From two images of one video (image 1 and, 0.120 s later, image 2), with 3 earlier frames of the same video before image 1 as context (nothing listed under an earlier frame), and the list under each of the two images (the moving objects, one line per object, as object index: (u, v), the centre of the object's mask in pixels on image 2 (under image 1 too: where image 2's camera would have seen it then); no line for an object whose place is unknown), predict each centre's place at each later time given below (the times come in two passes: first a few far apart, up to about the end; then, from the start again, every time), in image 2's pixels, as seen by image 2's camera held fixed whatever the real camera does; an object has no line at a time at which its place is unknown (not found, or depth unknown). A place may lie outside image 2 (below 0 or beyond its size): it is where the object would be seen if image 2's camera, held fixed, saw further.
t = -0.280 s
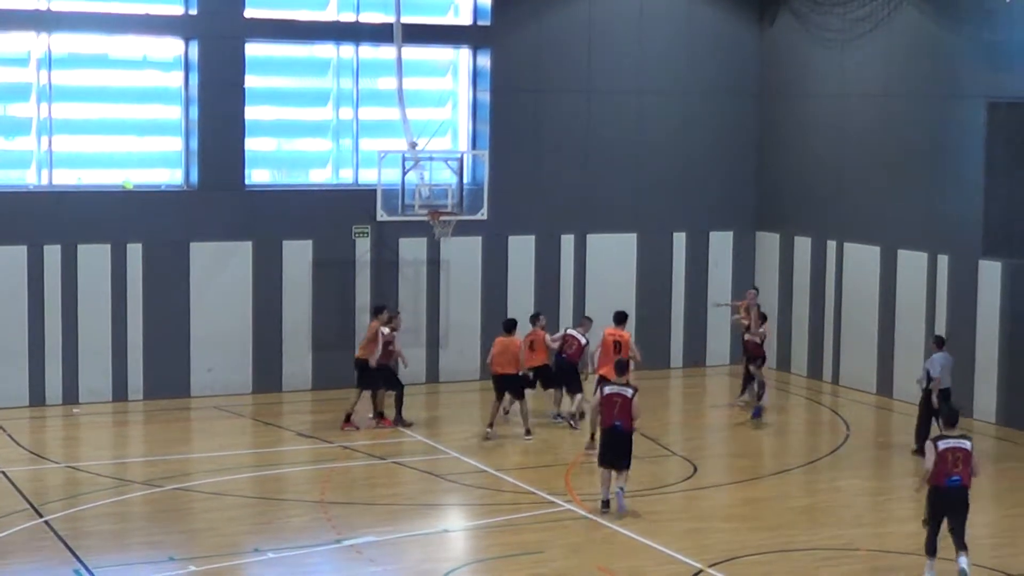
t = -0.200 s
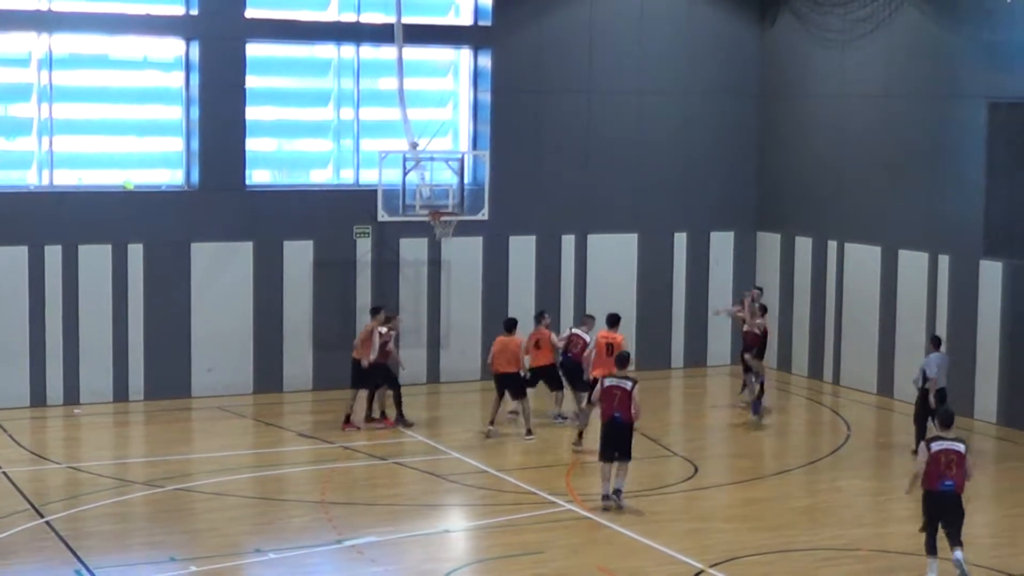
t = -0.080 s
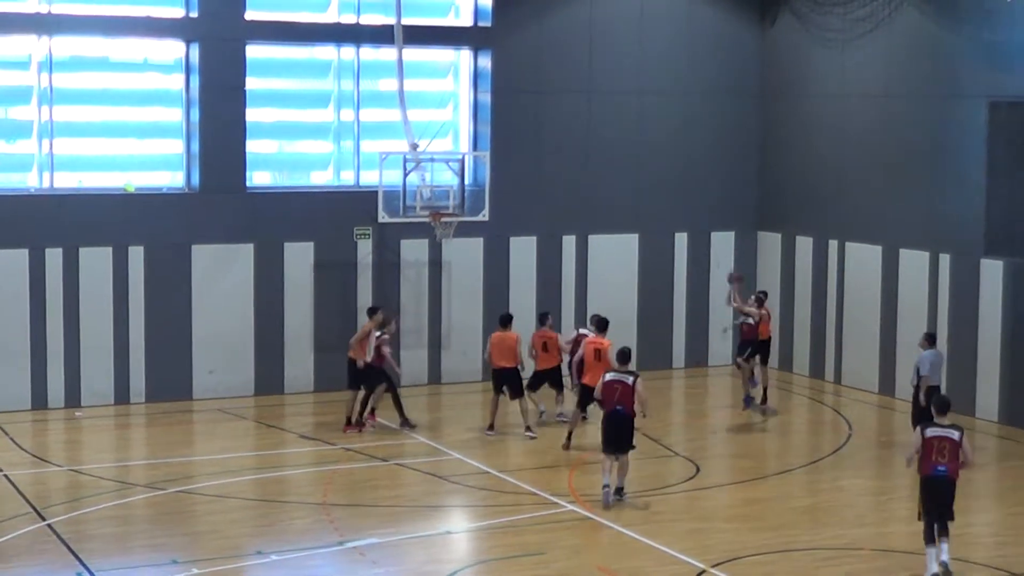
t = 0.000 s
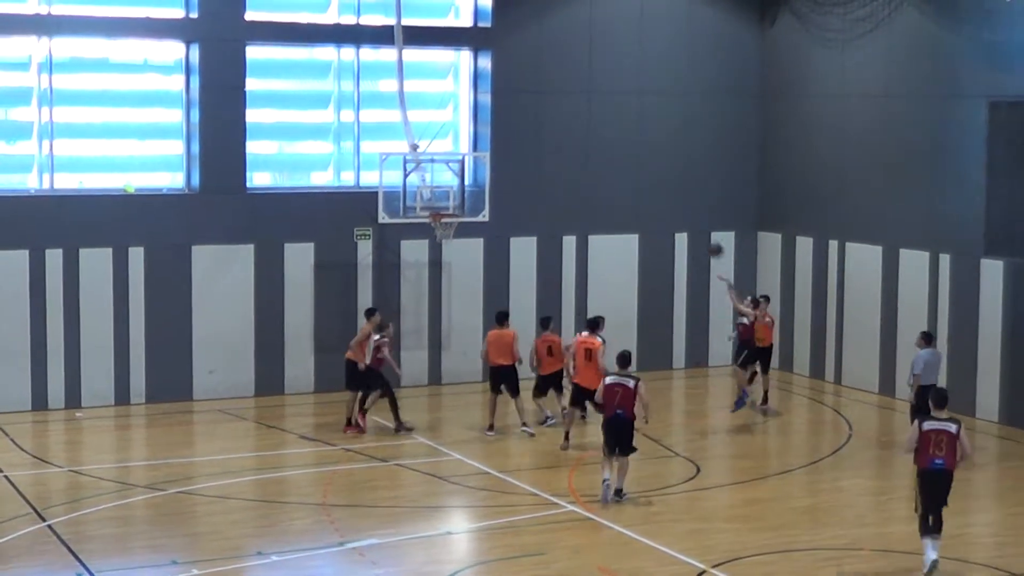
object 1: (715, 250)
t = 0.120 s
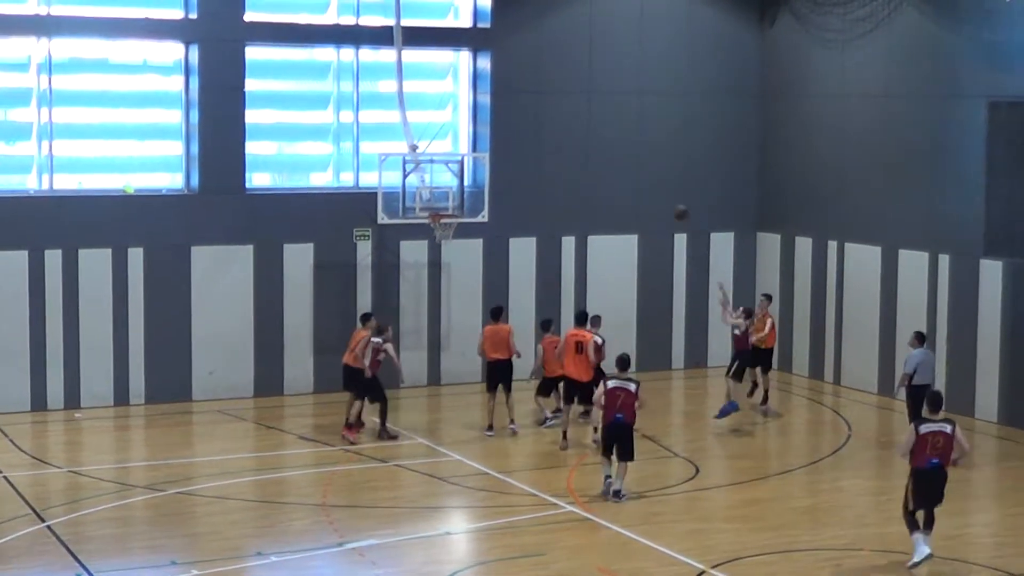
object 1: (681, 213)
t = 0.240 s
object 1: (646, 183)
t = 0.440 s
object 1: (590, 157)
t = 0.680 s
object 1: (523, 158)
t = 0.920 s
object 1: (456, 198)
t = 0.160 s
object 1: (669, 201)
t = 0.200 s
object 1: (658, 192)
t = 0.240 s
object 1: (646, 183)
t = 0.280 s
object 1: (635, 176)
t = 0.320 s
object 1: (624, 169)
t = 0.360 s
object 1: (613, 164)
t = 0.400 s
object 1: (601, 160)
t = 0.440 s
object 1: (590, 157)
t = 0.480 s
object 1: (579, 155)
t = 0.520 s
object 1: (568, 154)
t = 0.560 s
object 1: (555, 153)
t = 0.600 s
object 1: (544, 154)
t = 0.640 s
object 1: (532, 156)
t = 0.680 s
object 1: (523, 158)
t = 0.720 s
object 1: (511, 161)
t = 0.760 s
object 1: (500, 167)
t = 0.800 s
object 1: (491, 173)
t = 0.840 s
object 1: (479, 180)
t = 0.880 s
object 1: (468, 188)
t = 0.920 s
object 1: (456, 198)
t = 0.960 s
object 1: (446, 208)
